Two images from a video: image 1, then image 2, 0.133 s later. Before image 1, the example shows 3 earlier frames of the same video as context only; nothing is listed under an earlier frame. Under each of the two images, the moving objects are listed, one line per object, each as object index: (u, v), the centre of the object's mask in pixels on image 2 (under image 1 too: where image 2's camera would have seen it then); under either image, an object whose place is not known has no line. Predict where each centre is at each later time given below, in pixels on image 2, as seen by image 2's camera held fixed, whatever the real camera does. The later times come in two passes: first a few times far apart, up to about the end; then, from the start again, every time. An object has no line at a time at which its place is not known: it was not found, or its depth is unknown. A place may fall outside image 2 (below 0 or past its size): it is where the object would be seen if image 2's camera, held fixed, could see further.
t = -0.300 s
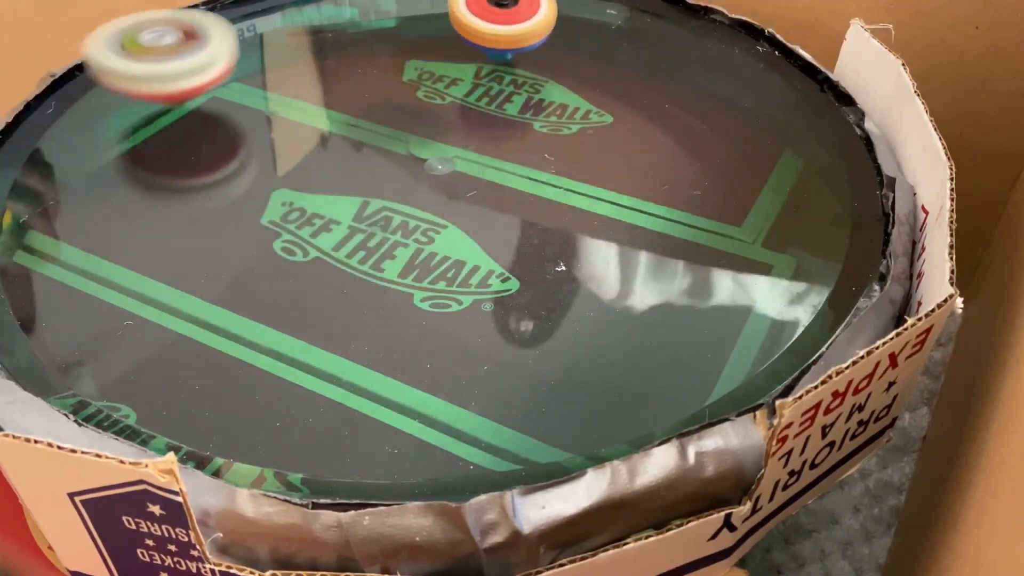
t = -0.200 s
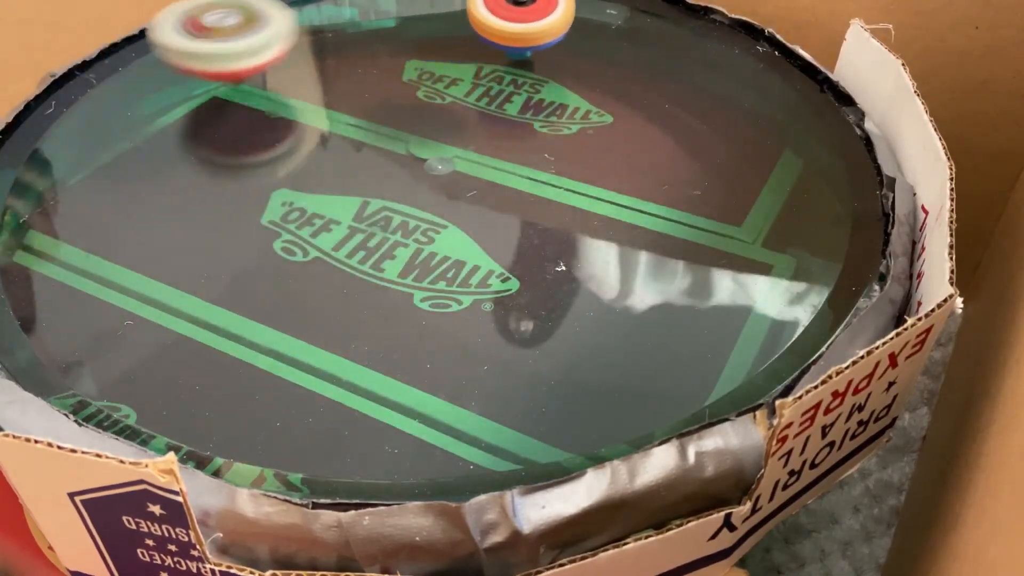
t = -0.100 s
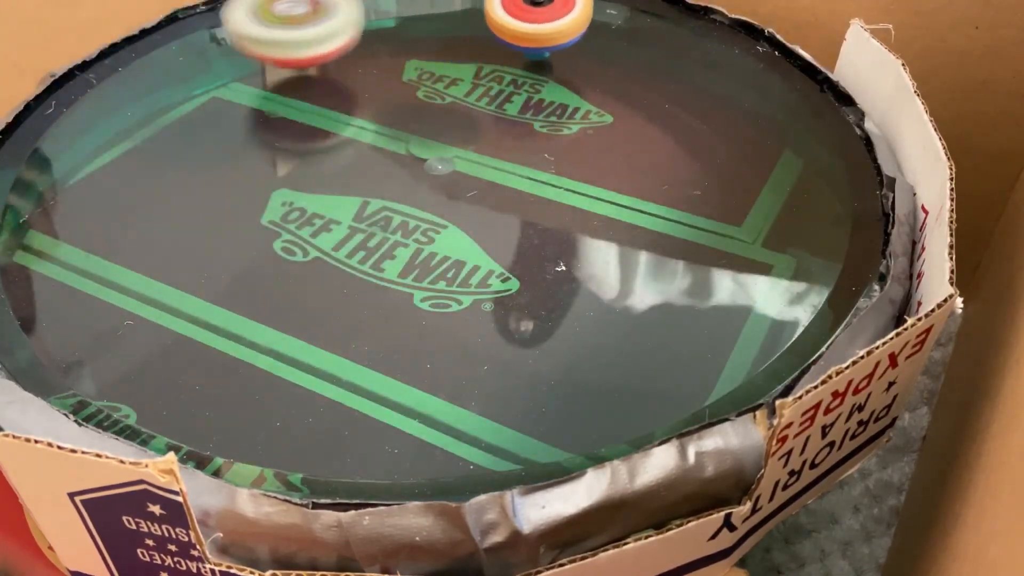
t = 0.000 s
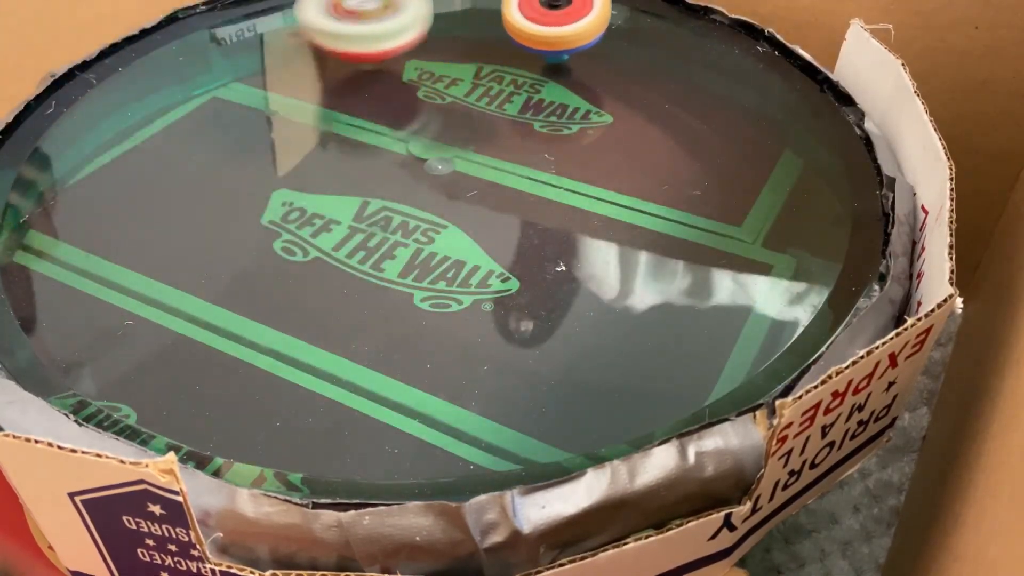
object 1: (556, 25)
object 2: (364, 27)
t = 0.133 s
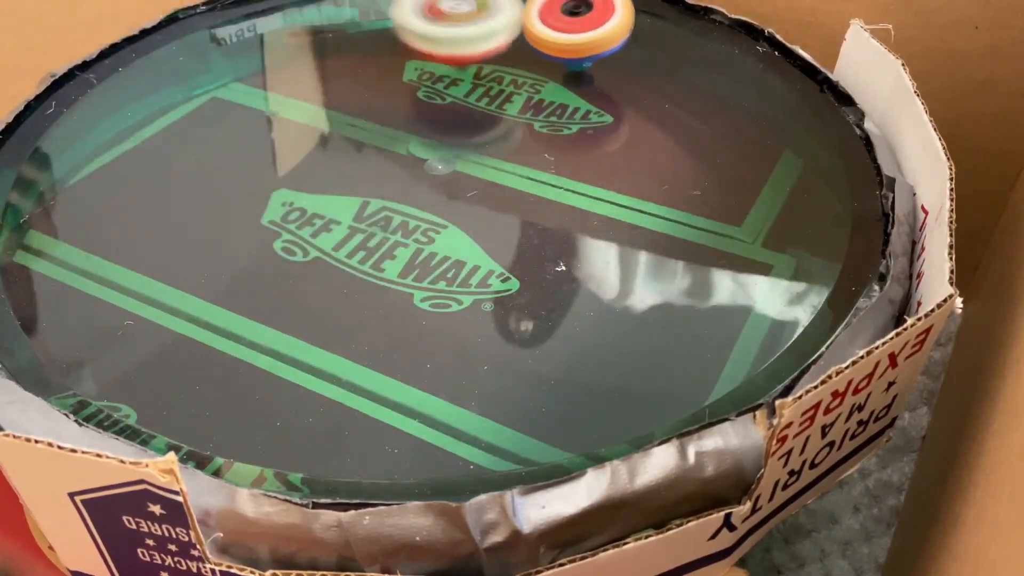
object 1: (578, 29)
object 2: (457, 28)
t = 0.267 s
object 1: (646, 35)
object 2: (501, 35)
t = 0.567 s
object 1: (712, 63)
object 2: (521, 81)
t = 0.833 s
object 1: (706, 92)
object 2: (469, 135)
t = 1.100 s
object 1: (640, 124)
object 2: (372, 154)
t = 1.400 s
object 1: (491, 137)
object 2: (313, 129)
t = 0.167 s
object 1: (594, 30)
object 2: (471, 30)
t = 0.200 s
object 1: (609, 32)
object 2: (485, 31)
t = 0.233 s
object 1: (625, 33)
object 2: (496, 33)
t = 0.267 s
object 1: (646, 35)
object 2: (501, 35)
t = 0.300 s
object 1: (663, 37)
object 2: (507, 38)
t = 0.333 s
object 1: (676, 40)
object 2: (511, 41)
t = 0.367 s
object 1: (685, 42)
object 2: (515, 45)
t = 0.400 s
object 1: (692, 45)
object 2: (518, 50)
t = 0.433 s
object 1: (698, 48)
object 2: (520, 55)
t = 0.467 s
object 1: (703, 52)
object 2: (522, 61)
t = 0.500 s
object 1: (707, 56)
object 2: (523, 68)
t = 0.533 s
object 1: (709, 60)
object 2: (523, 74)
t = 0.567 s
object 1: (712, 63)
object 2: (521, 81)
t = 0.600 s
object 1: (713, 66)
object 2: (519, 88)
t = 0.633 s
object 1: (714, 69)
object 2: (515, 96)
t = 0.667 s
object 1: (715, 73)
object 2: (511, 103)
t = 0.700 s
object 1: (714, 77)
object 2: (504, 109)
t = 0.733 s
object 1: (713, 81)
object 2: (498, 115)
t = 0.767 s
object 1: (712, 84)
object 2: (489, 122)
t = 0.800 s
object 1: (710, 88)
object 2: (480, 129)
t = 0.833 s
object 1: (706, 92)
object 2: (469, 135)
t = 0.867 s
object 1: (702, 97)
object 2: (458, 140)
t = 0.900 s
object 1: (696, 101)
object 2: (446, 144)
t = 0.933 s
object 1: (690, 105)
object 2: (433, 148)
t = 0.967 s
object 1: (683, 109)
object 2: (420, 150)
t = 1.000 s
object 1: (674, 113)
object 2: (408, 153)
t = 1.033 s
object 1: (664, 117)
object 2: (396, 154)
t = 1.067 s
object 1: (652, 121)
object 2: (384, 154)
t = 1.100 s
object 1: (640, 124)
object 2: (372, 154)
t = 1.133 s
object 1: (626, 127)
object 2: (361, 154)
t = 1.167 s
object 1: (612, 130)
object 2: (351, 153)
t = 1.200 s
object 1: (597, 132)
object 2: (341, 151)
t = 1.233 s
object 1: (581, 133)
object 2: (334, 148)
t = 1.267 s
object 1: (564, 135)
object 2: (327, 145)
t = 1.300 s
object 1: (546, 136)
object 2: (322, 141)
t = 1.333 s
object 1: (528, 137)
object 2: (318, 138)
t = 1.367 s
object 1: (509, 137)
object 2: (316, 134)
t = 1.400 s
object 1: (491, 137)
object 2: (313, 129)
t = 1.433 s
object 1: (472, 136)
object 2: (313, 125)
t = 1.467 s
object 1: (456, 134)
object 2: (314, 120)
